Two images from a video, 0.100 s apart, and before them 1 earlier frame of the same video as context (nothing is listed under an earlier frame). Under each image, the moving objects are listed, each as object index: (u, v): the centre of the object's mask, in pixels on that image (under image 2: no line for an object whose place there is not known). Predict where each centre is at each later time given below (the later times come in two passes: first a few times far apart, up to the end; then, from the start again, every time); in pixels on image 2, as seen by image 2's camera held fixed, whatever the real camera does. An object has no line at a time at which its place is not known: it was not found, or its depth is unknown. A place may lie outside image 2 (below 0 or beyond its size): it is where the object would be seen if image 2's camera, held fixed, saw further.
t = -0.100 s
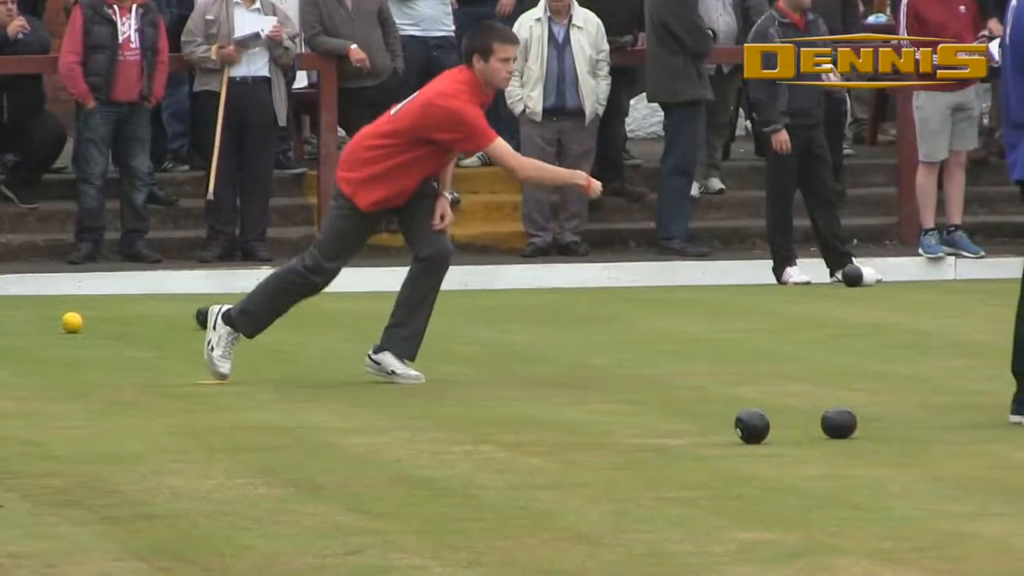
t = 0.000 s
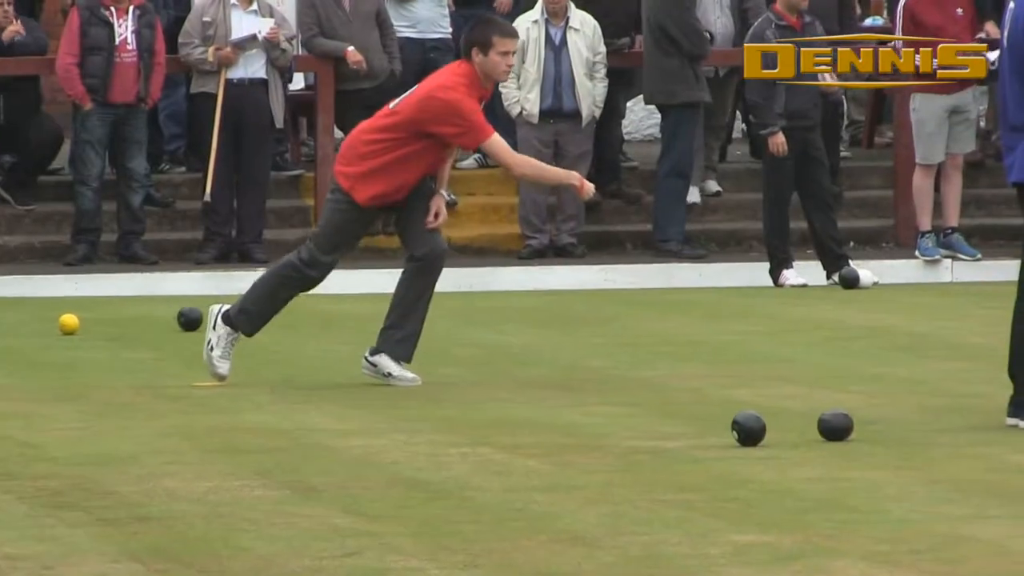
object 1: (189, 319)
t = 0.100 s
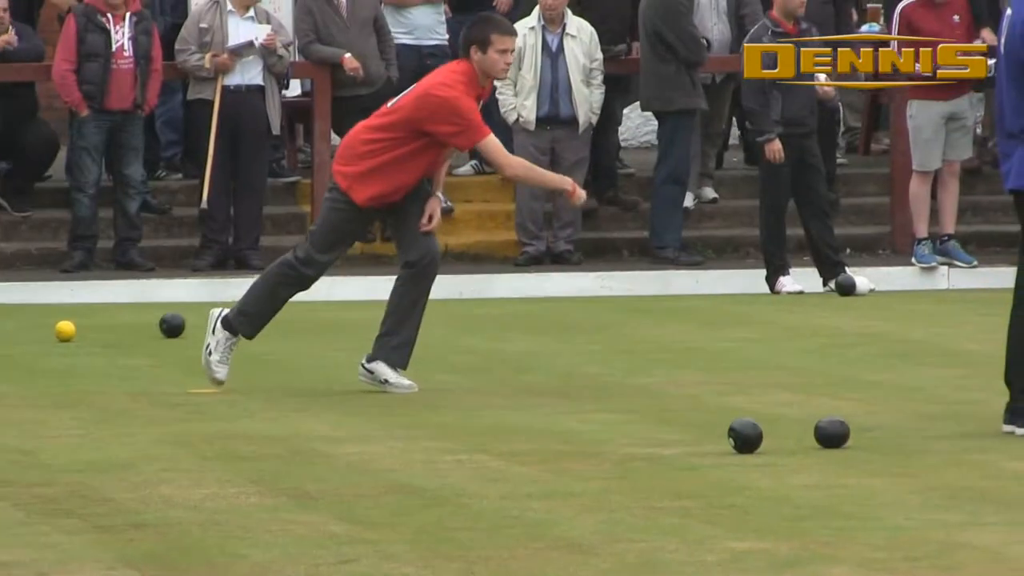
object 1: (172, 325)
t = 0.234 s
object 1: (153, 325)
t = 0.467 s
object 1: (123, 326)
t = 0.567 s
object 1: (111, 326)
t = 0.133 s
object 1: (167, 325)
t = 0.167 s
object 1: (163, 325)
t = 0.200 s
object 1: (157, 325)
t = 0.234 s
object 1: (153, 325)
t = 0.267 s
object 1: (149, 325)
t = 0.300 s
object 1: (144, 326)
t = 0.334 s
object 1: (140, 325)
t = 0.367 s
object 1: (136, 326)
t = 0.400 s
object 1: (131, 326)
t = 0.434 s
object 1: (127, 326)
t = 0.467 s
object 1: (123, 326)
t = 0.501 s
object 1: (119, 326)
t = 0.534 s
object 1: (115, 326)
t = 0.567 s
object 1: (111, 326)
